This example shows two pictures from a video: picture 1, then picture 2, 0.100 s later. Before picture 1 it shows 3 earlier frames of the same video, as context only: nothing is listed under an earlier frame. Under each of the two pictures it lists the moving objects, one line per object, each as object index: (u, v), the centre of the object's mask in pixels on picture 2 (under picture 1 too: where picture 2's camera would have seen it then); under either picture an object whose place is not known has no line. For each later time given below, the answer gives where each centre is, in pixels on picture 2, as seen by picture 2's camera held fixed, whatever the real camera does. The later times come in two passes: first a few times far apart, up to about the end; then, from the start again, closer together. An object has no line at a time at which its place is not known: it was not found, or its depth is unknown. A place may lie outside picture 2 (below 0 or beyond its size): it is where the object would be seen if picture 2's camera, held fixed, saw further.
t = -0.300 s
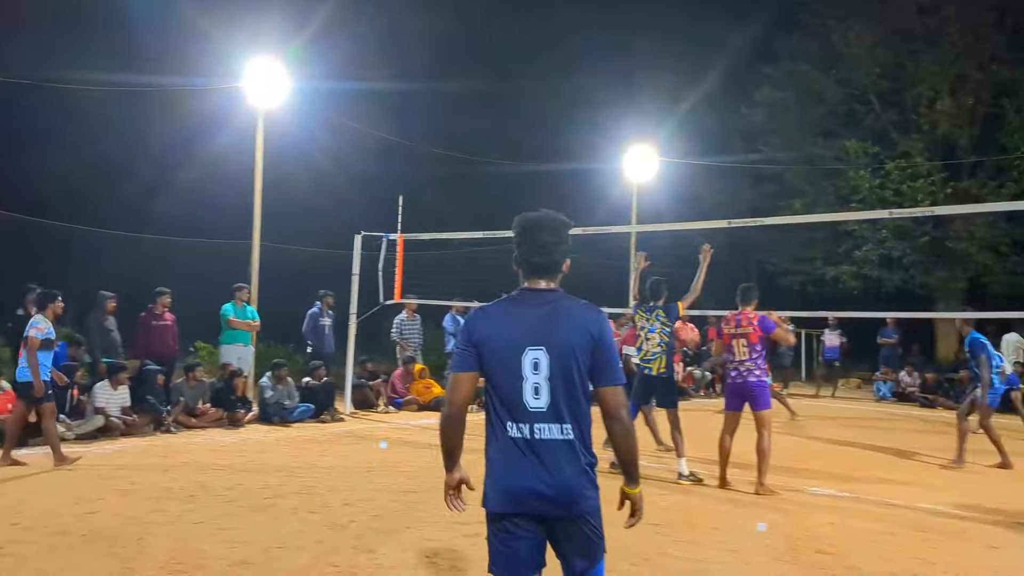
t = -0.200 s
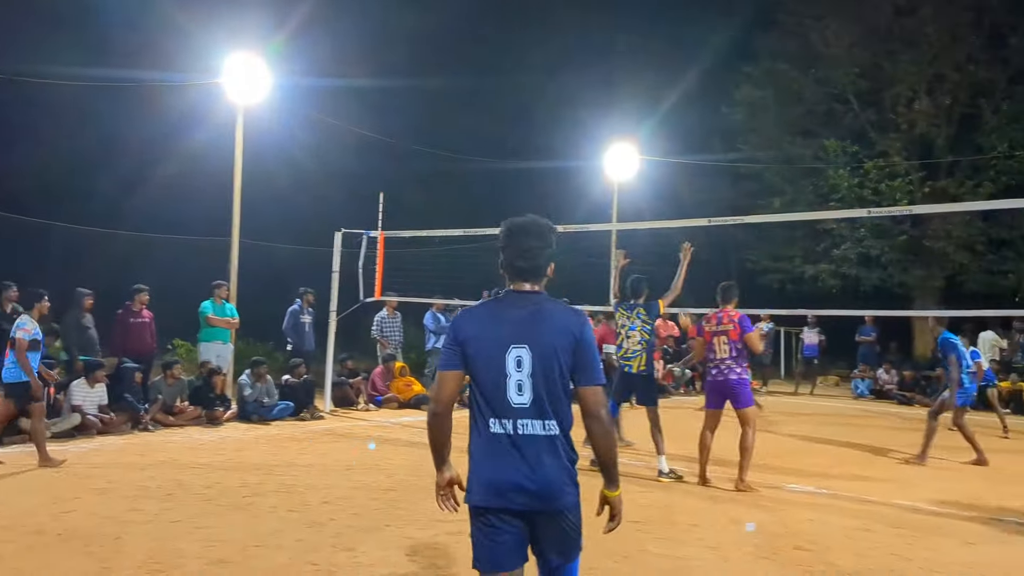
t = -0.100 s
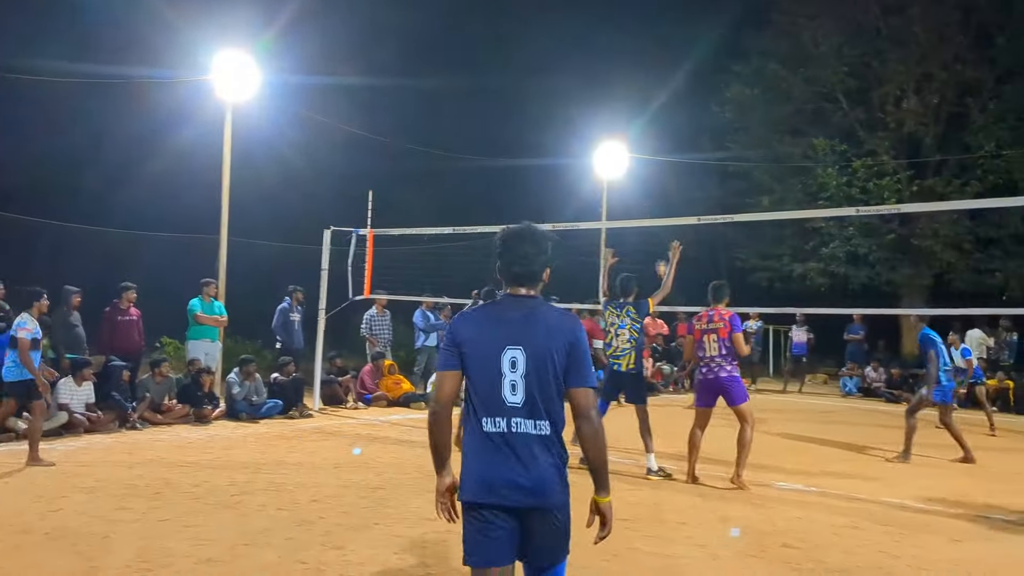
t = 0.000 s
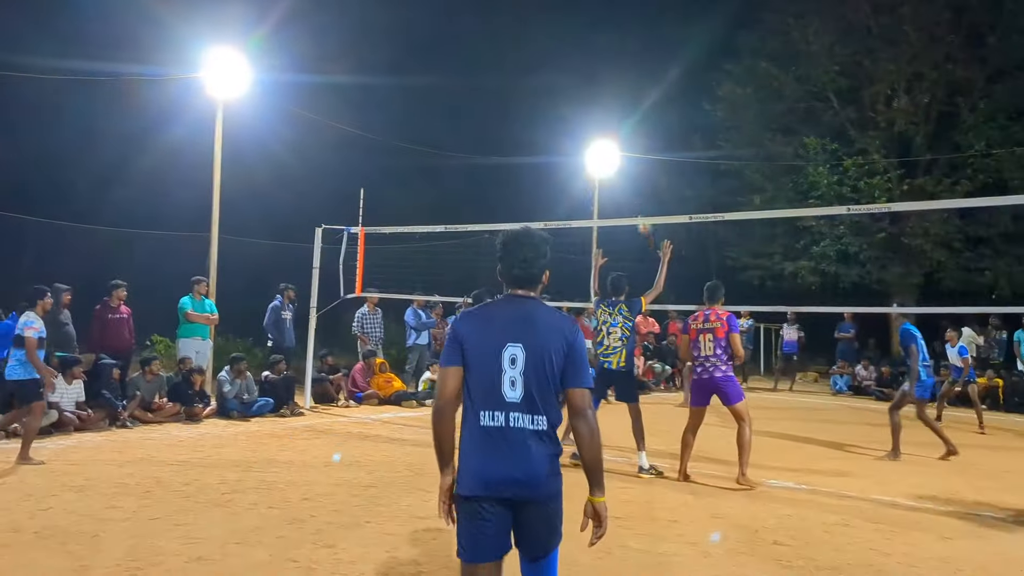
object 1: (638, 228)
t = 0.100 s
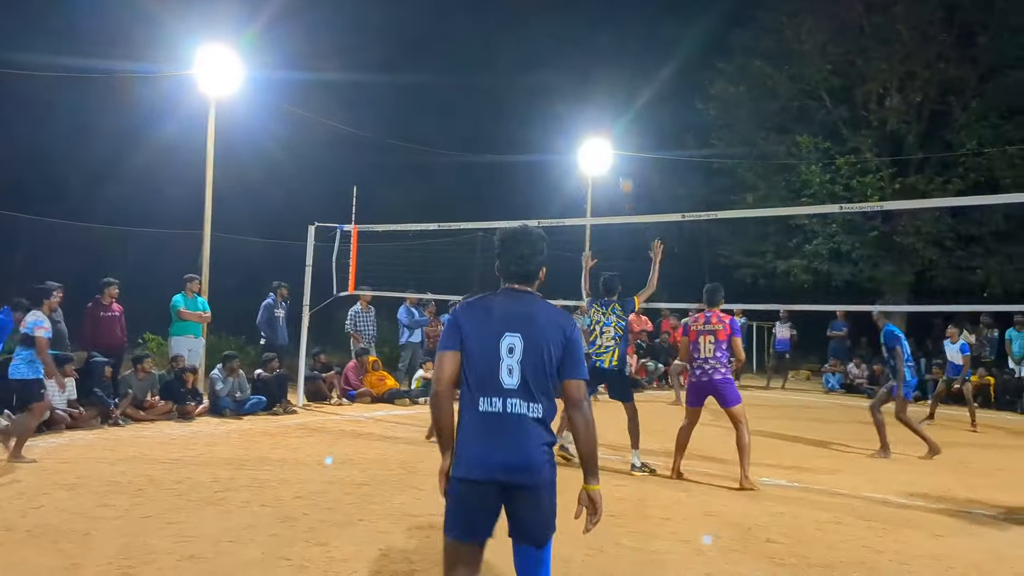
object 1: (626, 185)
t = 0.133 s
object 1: (624, 175)
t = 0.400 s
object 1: (593, 103)
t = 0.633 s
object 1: (564, 75)
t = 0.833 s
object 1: (536, 81)
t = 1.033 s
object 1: (506, 115)
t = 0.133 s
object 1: (624, 175)
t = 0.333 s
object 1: (600, 117)
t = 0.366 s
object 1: (597, 110)
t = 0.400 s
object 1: (593, 103)
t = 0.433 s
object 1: (589, 97)
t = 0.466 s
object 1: (585, 91)
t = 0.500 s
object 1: (581, 87)
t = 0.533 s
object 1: (577, 83)
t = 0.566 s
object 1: (572, 80)
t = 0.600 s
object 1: (568, 77)
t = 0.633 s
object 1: (564, 75)
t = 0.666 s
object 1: (559, 74)
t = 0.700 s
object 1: (555, 74)
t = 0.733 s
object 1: (550, 75)
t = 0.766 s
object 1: (546, 76)
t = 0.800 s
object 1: (541, 78)
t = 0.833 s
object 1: (536, 81)
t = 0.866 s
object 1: (531, 85)
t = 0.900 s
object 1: (526, 89)
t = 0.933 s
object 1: (521, 95)
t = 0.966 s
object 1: (516, 101)
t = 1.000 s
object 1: (511, 107)
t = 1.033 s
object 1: (506, 115)
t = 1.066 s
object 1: (500, 125)
